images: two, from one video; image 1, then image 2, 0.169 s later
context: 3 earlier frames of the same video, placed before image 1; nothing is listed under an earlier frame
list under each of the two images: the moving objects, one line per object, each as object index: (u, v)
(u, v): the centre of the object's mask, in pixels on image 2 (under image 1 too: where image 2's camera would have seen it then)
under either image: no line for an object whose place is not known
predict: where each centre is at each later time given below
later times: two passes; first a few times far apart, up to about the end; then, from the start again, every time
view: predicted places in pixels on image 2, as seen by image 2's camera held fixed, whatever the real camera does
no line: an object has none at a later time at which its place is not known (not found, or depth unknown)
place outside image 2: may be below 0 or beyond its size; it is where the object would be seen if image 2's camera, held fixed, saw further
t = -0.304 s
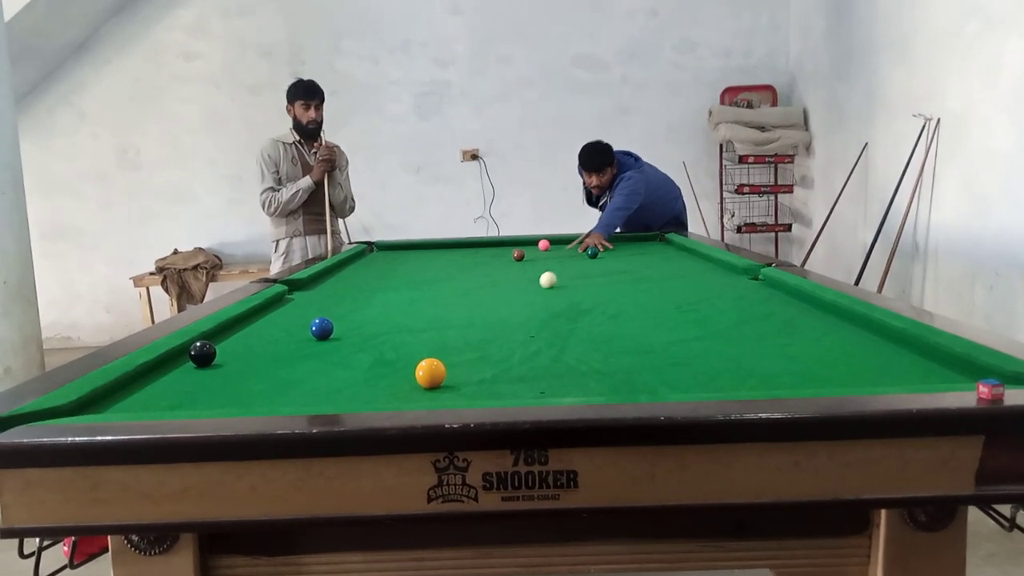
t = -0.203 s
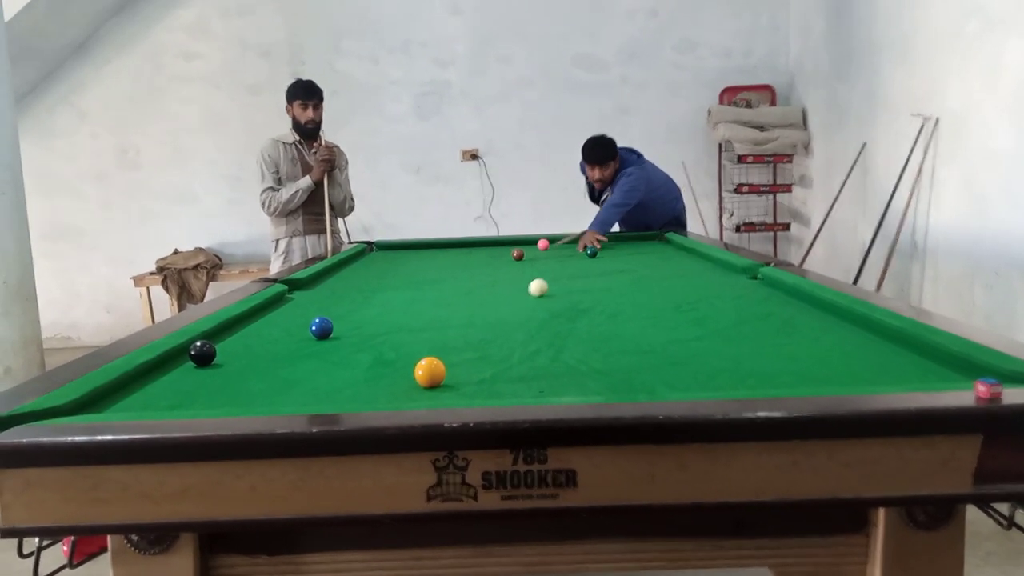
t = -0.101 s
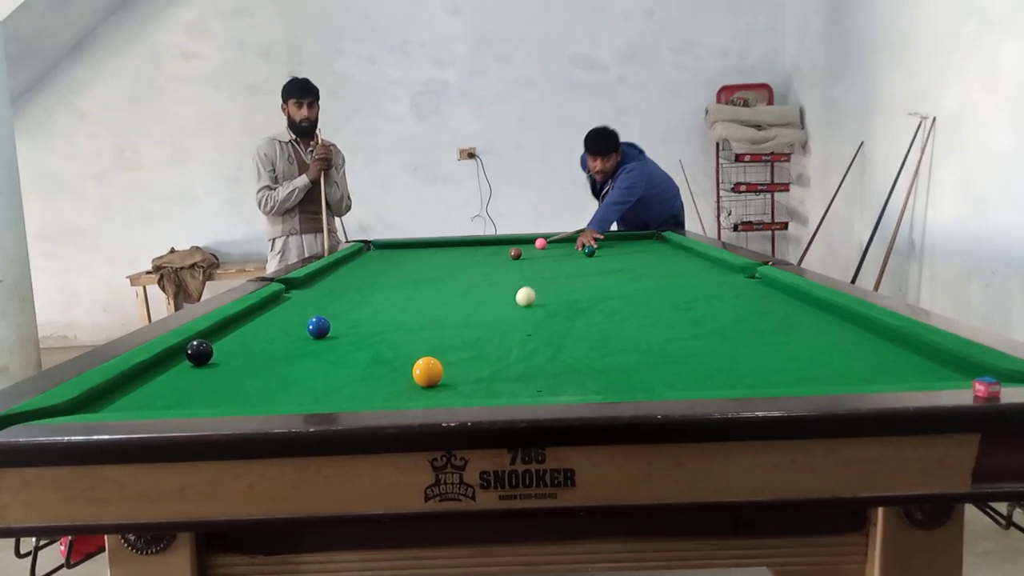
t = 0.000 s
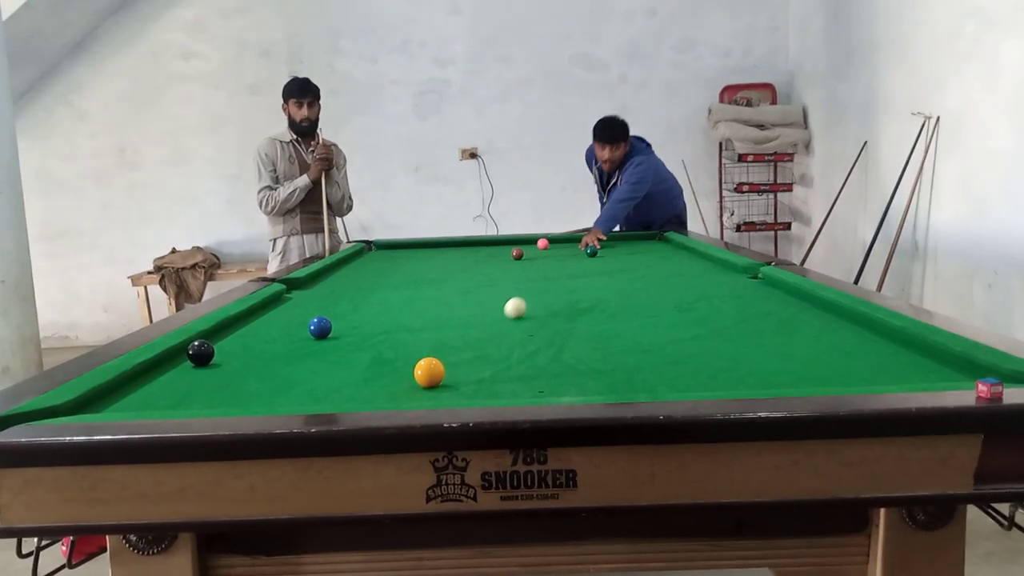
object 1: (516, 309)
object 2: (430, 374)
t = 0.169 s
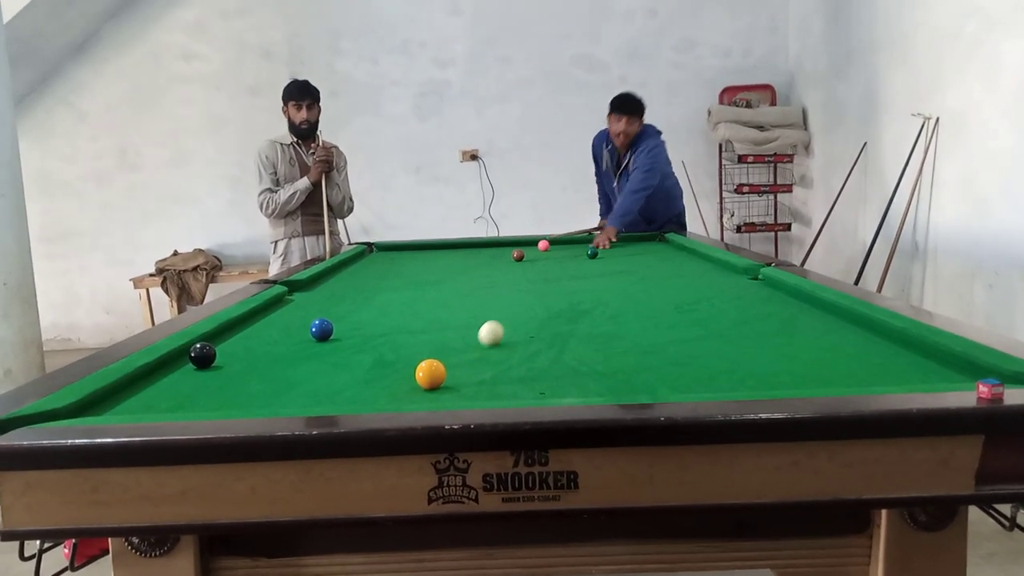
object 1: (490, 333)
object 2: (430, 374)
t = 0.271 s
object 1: (471, 351)
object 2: (430, 374)
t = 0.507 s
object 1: (496, 387)
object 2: (338, 394)
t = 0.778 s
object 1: (550, 381)
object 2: (240, 401)
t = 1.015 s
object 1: (583, 358)
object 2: (199, 393)
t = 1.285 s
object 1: (611, 337)
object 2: (161, 381)
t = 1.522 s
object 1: (632, 323)
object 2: (166, 371)
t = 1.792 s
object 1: (652, 310)
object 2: (212, 361)
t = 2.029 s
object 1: (666, 300)
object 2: (246, 355)
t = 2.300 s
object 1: (681, 291)
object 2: (280, 348)
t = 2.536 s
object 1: (690, 285)
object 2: (304, 343)
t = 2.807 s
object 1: (699, 278)
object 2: (327, 338)
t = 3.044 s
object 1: (705, 274)
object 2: (344, 335)
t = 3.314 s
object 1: (713, 269)
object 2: (361, 332)
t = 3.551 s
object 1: (720, 265)
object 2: (372, 330)
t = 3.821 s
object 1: (715, 263)
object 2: (381, 328)
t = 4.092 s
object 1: (706, 261)
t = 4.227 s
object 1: (702, 261)
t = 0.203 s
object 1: (484, 339)
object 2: (430, 374)
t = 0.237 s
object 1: (478, 345)
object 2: (430, 374)
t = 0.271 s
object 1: (471, 351)
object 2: (430, 374)
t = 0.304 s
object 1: (463, 358)
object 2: (430, 374)
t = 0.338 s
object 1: (457, 366)
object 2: (430, 374)
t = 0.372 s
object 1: (462, 370)
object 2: (413, 378)
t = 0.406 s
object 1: (472, 374)
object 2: (393, 382)
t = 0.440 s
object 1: (481, 378)
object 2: (374, 387)
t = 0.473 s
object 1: (489, 383)
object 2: (356, 391)
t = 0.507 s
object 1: (496, 387)
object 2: (338, 394)
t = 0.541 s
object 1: (504, 389)
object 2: (322, 397)
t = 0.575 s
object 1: (512, 392)
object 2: (304, 399)
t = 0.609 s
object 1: (521, 394)
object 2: (286, 402)
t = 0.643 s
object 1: (528, 392)
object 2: (268, 404)
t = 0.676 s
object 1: (534, 389)
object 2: (260, 403)
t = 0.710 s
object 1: (539, 387)
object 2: (253, 402)
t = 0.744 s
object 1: (545, 384)
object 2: (246, 402)
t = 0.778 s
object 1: (550, 381)
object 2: (240, 401)
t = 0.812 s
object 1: (555, 377)
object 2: (233, 400)
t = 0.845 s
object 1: (560, 374)
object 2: (227, 399)
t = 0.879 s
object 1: (565, 371)
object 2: (221, 398)
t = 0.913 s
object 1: (570, 367)
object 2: (215, 397)
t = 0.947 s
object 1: (574, 364)
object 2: (210, 396)
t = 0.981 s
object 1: (579, 361)
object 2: (204, 394)
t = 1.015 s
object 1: (583, 358)
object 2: (199, 393)
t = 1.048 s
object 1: (587, 355)
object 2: (193, 391)
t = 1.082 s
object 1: (590, 352)
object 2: (188, 390)
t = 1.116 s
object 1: (594, 350)
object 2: (184, 388)
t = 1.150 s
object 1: (598, 347)
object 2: (179, 386)
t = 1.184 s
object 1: (601, 345)
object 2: (174, 385)
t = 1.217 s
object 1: (605, 342)
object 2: (170, 384)
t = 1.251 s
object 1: (608, 340)
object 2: (165, 382)
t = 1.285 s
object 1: (611, 337)
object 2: (161, 381)
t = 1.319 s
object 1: (615, 335)
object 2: (157, 379)
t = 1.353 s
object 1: (618, 333)
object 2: (152, 378)
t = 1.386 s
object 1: (620, 331)
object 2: (149, 376)
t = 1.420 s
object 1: (623, 329)
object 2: (147, 375)
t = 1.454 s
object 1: (626, 327)
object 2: (152, 374)
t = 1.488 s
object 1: (629, 325)
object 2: (159, 373)
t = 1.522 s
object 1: (632, 323)
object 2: (166, 371)
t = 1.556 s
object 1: (635, 321)
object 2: (172, 370)
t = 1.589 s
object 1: (637, 320)
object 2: (178, 369)
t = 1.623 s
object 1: (640, 318)
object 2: (184, 368)
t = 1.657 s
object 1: (642, 316)
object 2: (190, 366)
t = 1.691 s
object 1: (645, 315)
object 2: (195, 365)
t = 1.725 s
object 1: (647, 313)
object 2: (201, 364)
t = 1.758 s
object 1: (650, 312)
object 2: (207, 363)
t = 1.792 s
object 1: (652, 310)
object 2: (212, 361)
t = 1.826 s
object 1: (654, 308)
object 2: (217, 360)
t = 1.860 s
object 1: (656, 307)
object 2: (222, 360)
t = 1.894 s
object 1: (658, 306)
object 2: (227, 358)
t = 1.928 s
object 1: (660, 304)
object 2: (232, 357)
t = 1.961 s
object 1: (662, 303)
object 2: (237, 356)
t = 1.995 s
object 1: (664, 302)
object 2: (242, 355)
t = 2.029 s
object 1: (666, 300)
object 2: (246, 355)
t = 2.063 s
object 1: (668, 299)
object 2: (250, 354)
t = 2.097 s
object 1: (670, 298)
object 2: (255, 352)
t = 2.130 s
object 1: (672, 297)
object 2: (259, 351)
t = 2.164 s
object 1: (674, 296)
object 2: (263, 351)
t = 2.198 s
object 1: (675, 295)
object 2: (267, 350)
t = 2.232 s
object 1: (677, 293)
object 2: (271, 349)
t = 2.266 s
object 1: (679, 293)
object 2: (276, 348)
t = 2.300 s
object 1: (681, 291)
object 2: (280, 348)
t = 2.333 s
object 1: (682, 290)
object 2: (284, 347)
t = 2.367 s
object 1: (684, 289)
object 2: (287, 345)
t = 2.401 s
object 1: (685, 288)
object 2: (291, 345)
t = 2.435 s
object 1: (686, 287)
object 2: (294, 344)
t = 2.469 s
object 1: (688, 287)
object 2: (298, 344)
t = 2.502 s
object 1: (689, 286)
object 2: (300, 343)
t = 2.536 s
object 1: (690, 285)
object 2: (304, 343)
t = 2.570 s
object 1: (692, 284)
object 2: (307, 342)
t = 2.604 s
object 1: (693, 282)
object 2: (310, 341)
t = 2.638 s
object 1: (694, 282)
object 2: (313, 341)
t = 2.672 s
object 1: (695, 281)
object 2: (316, 340)
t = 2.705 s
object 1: (696, 281)
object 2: (319, 340)
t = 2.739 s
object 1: (697, 280)
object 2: (321, 339)
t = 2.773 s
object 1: (698, 279)
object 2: (324, 339)
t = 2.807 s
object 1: (699, 278)
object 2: (327, 338)
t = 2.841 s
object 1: (699, 278)
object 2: (330, 338)
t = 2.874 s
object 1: (700, 277)
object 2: (332, 338)
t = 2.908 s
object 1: (701, 276)
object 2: (335, 337)
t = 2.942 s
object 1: (703, 276)
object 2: (337, 337)
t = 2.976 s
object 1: (704, 275)
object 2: (340, 336)
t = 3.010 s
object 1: (705, 274)
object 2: (342, 336)
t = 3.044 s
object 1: (705, 274)
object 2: (344, 335)
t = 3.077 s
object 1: (707, 273)
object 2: (346, 335)
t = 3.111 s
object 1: (708, 272)
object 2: (349, 334)
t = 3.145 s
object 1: (709, 272)
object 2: (351, 334)
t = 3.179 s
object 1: (710, 271)
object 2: (353, 334)
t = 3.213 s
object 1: (710, 270)
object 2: (355, 333)
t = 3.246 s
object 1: (711, 270)
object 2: (357, 332)
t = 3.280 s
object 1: (712, 269)
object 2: (359, 332)
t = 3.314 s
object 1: (713, 269)
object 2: (361, 332)
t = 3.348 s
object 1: (714, 268)
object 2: (362, 331)
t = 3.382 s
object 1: (715, 268)
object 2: (364, 331)
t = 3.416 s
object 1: (716, 267)
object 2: (366, 331)
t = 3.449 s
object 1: (717, 267)
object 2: (367, 331)
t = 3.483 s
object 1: (718, 266)
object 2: (369, 330)
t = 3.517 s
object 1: (719, 266)
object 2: (371, 330)
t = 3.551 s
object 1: (720, 265)
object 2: (372, 330)
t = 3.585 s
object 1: (720, 265)
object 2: (374, 330)
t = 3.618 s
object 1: (721, 265)
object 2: (375, 330)
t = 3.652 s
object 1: (721, 264)
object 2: (376, 329)
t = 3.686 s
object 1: (721, 264)
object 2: (377, 329)
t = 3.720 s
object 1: (719, 264)
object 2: (378, 328)
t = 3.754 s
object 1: (718, 264)
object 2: (379, 328)
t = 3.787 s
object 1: (717, 263)
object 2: (381, 328)
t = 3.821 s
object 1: (715, 263)
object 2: (381, 328)
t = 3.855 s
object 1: (714, 263)
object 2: (382, 327)
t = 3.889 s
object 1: (713, 262)
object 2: (383, 328)
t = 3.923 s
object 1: (712, 262)
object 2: (385, 328)
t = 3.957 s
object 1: (711, 262)
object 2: (386, 327)
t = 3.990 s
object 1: (710, 262)
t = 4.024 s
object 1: (709, 261)
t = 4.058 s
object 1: (708, 261)
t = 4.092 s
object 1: (706, 261)
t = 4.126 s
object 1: (705, 261)
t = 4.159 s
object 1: (704, 261)
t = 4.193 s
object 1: (703, 261)
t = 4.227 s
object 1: (702, 261)
